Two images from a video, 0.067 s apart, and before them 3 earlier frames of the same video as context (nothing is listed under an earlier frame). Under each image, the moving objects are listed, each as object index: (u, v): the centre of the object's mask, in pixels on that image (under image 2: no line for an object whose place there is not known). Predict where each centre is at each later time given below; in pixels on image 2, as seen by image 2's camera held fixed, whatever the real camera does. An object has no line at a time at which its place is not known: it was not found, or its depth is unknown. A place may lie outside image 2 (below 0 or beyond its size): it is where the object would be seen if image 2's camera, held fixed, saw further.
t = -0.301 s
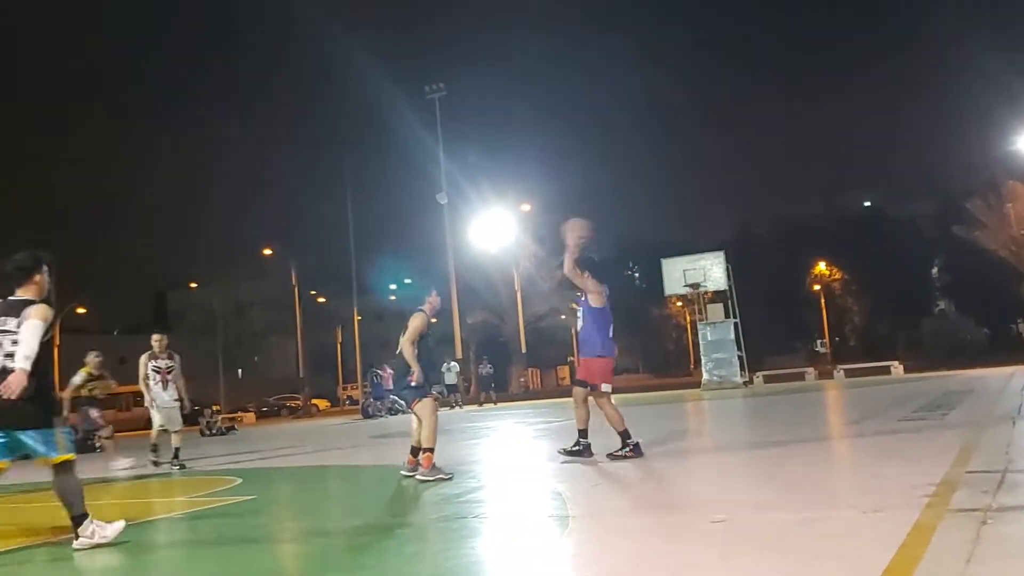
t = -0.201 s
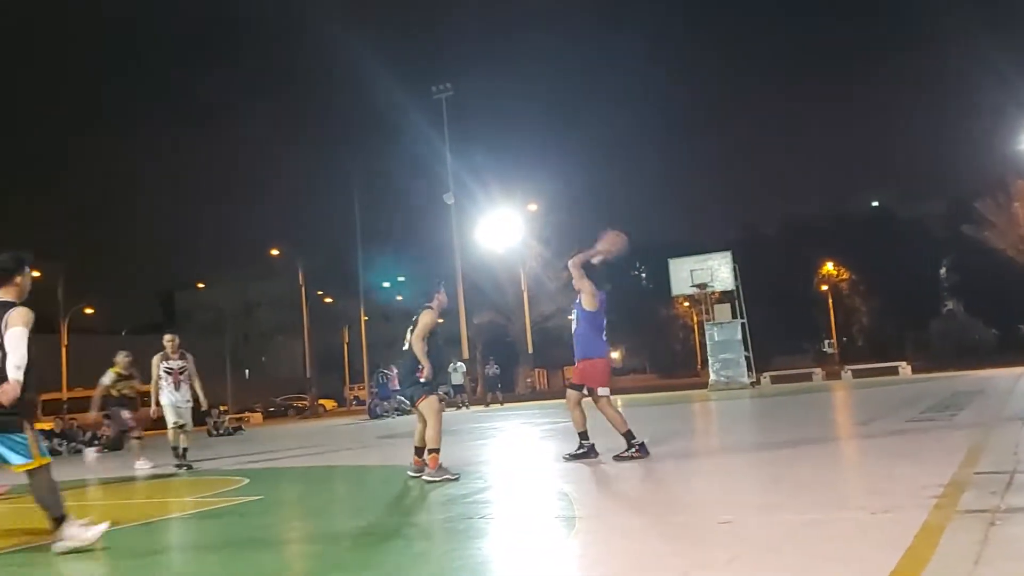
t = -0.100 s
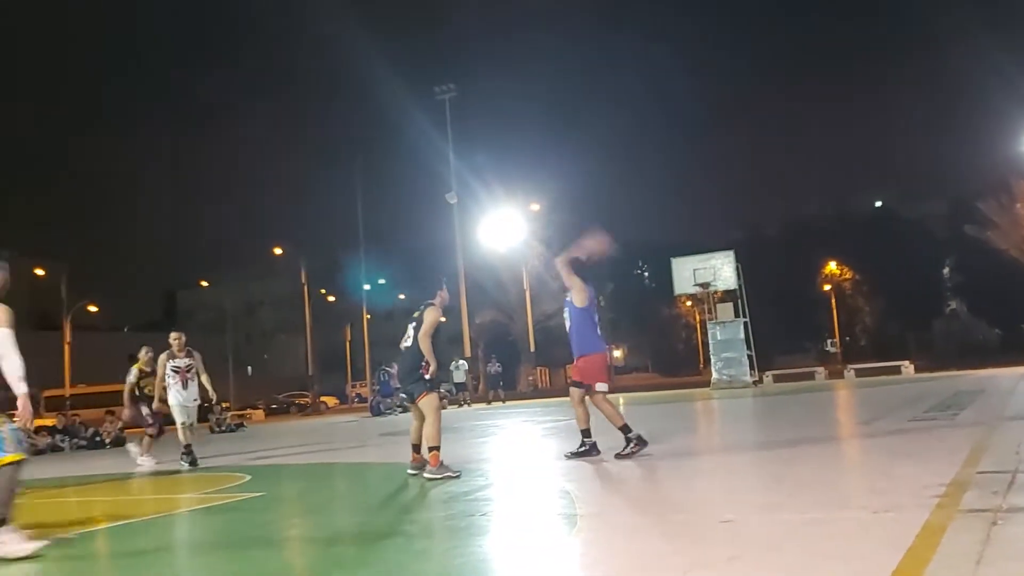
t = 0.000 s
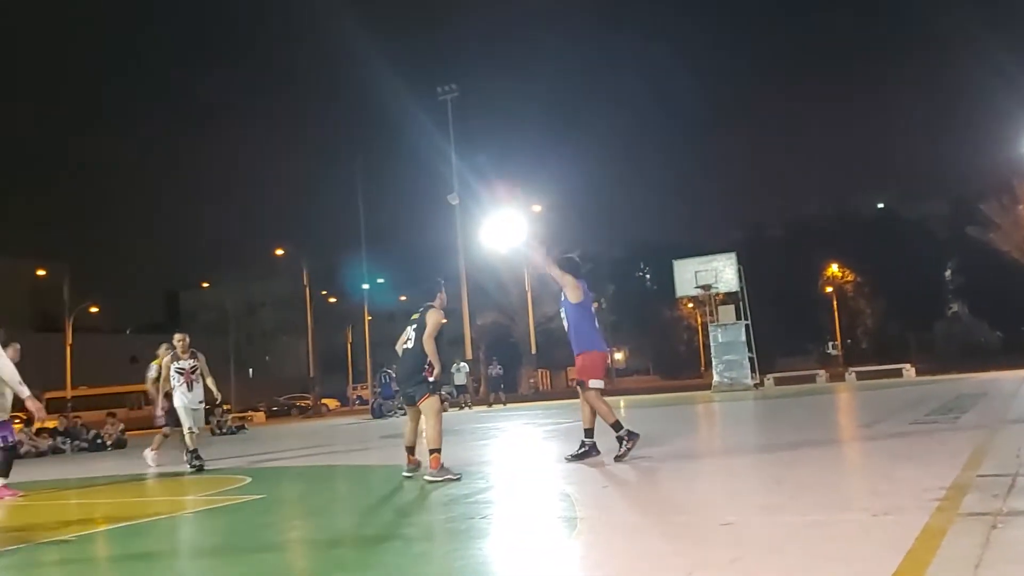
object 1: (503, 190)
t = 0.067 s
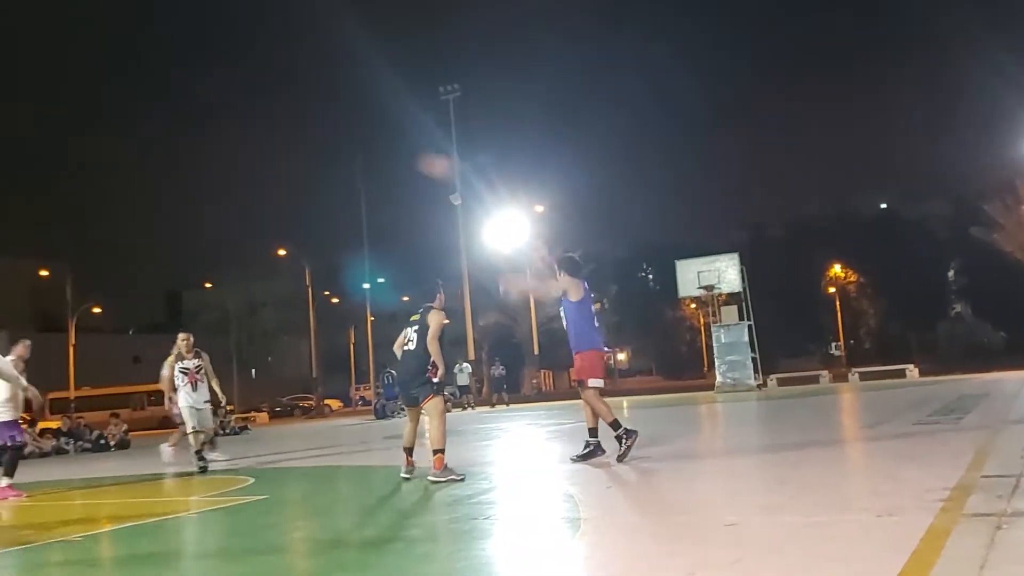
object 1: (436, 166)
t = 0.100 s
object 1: (401, 153)
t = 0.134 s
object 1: (367, 142)
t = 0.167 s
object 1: (333, 131)
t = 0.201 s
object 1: (300, 121)
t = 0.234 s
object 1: (266, 114)
